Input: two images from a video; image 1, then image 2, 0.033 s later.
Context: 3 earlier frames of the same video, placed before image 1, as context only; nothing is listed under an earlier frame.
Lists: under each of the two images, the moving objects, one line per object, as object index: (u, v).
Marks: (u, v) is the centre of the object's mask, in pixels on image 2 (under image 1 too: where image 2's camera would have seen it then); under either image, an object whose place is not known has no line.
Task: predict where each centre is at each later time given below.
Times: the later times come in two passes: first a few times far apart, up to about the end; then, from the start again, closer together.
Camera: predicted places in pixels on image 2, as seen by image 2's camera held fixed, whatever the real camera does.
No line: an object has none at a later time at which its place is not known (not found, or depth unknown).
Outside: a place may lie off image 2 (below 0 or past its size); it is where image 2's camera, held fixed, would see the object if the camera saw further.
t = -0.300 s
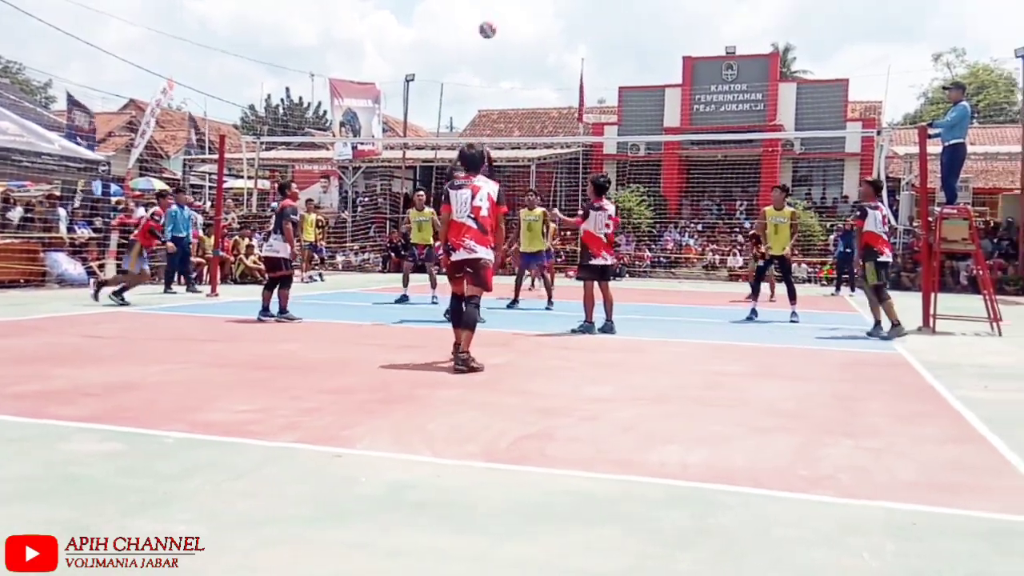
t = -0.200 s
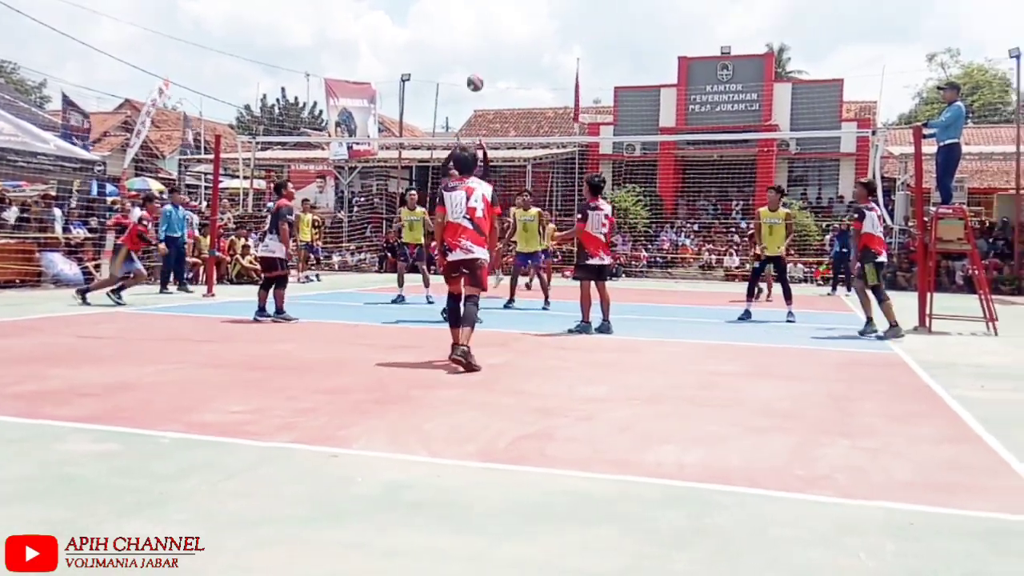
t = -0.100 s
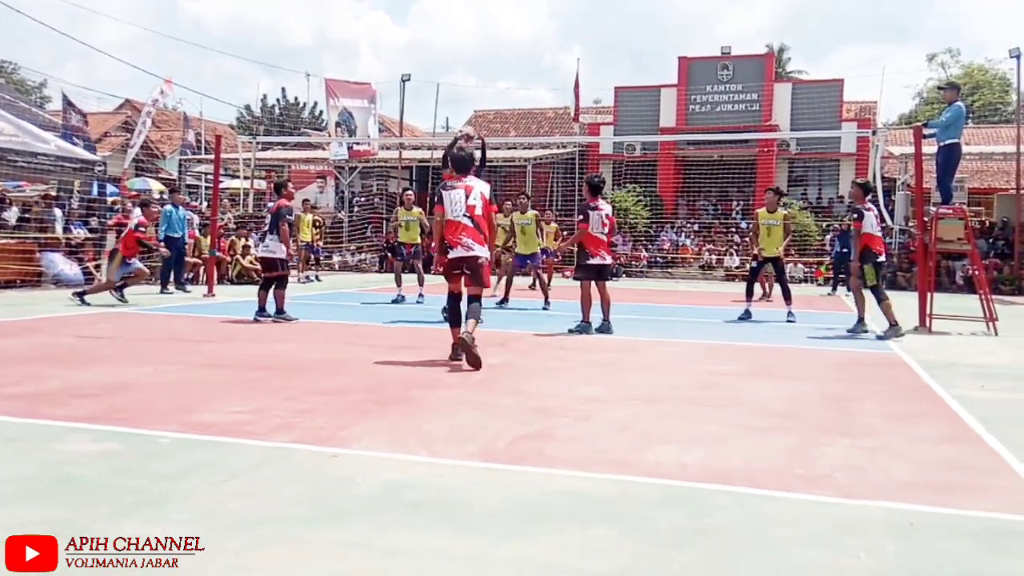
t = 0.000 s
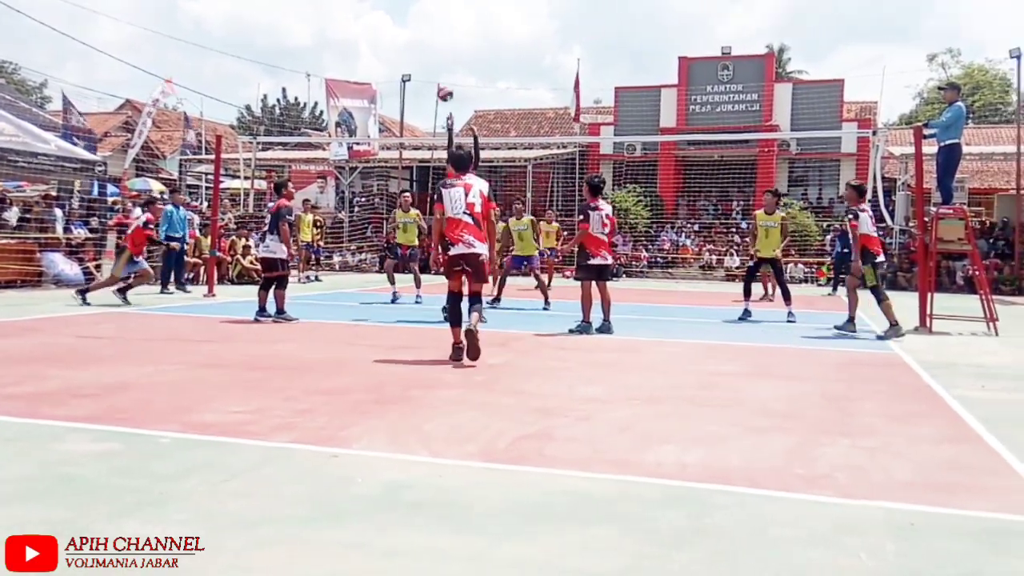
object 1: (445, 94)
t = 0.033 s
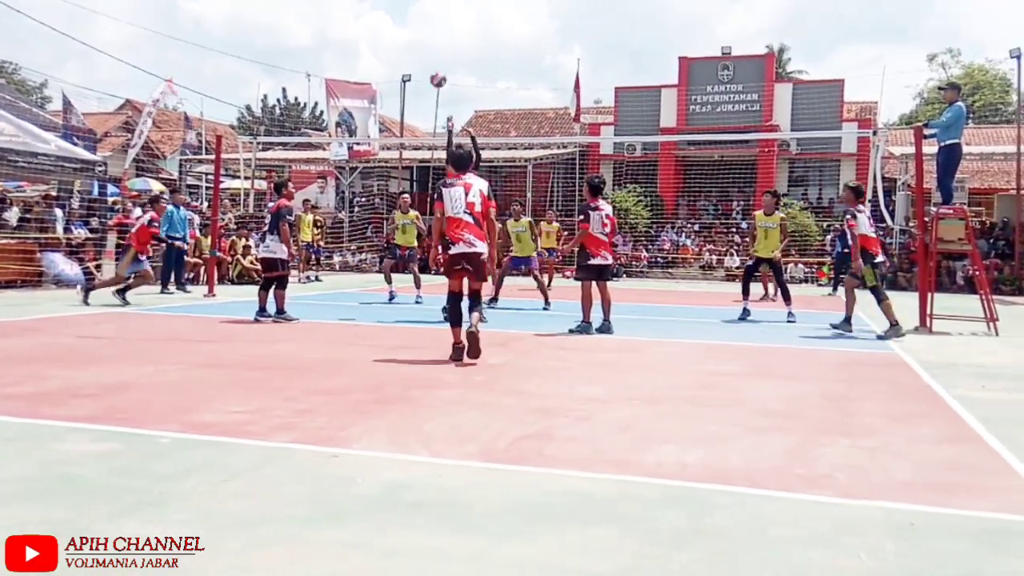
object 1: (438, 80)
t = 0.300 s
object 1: (384, 5)
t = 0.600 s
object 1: (330, -1)
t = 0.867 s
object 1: (288, 39)
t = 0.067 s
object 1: (431, 67)
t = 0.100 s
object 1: (424, 55)
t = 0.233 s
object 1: (396, 18)
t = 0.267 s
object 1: (390, 11)
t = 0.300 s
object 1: (384, 5)
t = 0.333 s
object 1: (377, 2)
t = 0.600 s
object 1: (330, -1)
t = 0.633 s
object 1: (325, 1)
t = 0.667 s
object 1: (319, 2)
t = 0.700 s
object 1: (314, 5)
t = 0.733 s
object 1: (309, 10)
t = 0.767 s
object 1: (303, 16)
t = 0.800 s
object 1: (298, 23)
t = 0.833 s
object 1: (293, 31)
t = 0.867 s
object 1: (288, 39)
